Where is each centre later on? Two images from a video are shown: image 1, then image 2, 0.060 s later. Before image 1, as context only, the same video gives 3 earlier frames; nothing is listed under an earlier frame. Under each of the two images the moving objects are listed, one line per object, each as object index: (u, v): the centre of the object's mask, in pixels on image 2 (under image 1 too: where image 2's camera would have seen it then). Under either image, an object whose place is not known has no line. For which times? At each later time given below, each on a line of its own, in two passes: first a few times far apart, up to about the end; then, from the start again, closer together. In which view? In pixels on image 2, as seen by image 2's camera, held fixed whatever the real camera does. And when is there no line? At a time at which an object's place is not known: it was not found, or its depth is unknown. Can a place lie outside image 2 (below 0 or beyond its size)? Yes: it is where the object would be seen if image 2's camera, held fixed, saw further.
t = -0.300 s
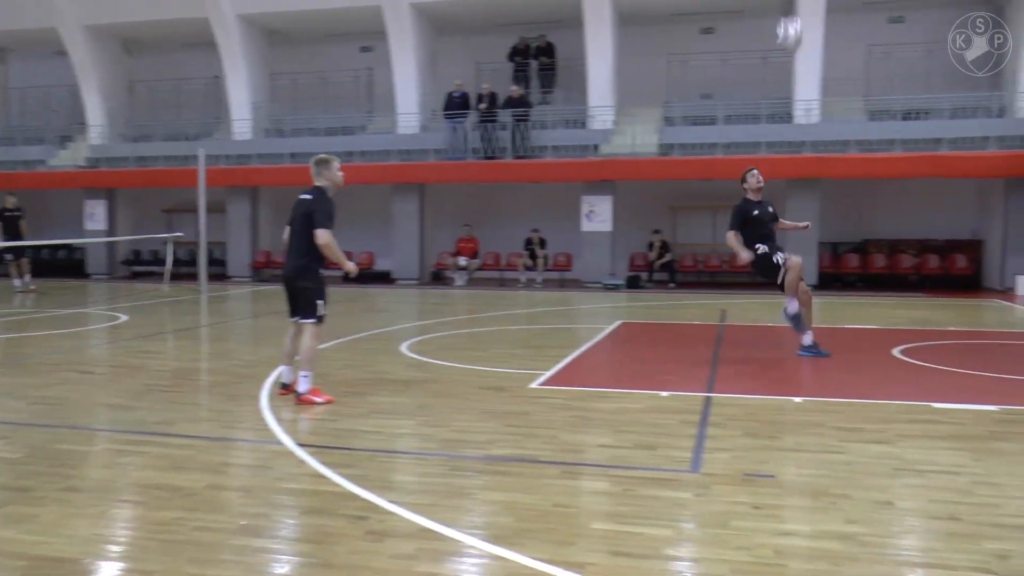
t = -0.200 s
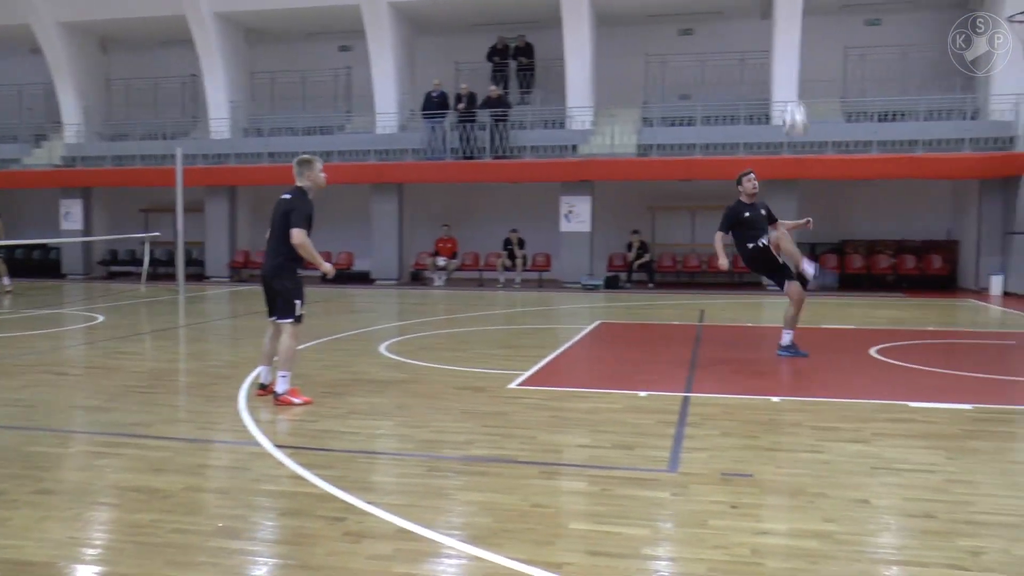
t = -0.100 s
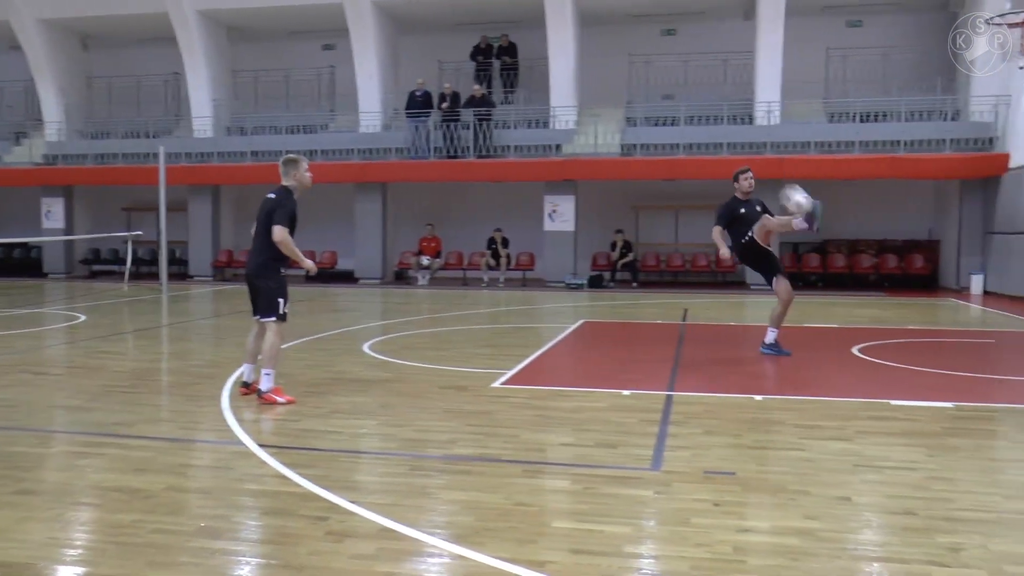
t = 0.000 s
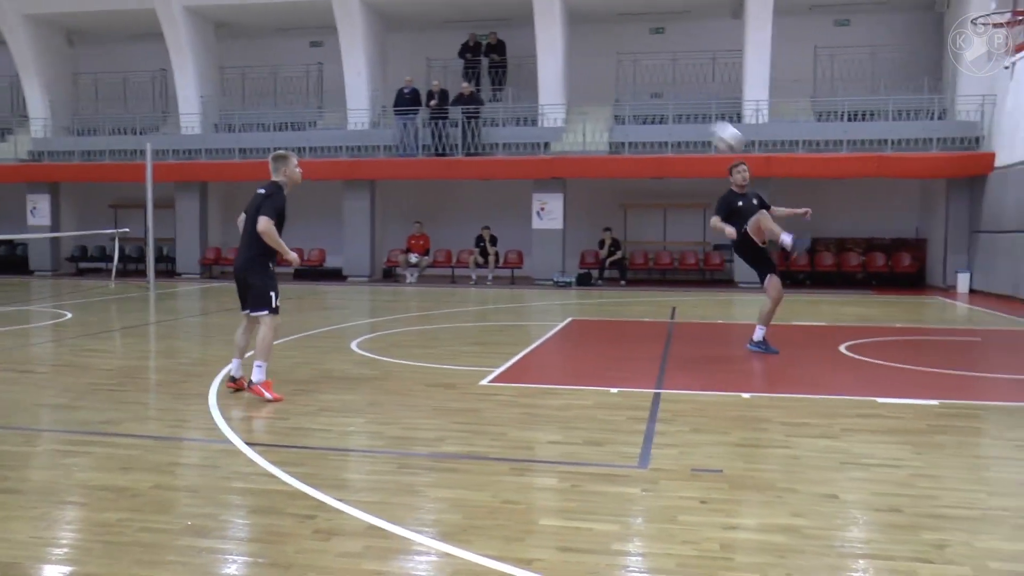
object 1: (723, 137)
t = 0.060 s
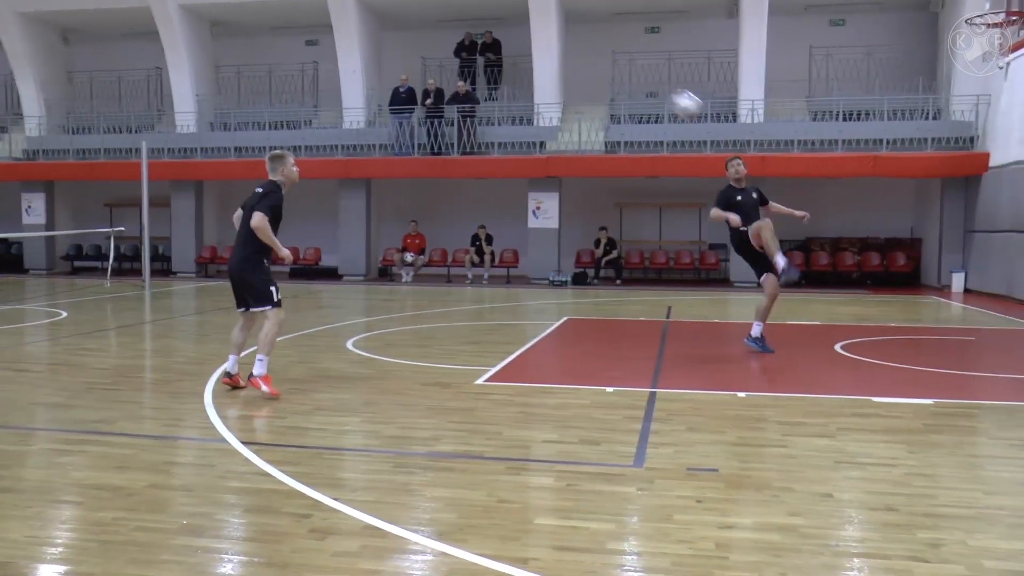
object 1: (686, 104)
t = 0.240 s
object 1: (580, 36)
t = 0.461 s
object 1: (458, 4)
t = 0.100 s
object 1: (661, 84)
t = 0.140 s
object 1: (638, 69)
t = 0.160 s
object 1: (626, 62)
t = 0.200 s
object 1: (603, 48)
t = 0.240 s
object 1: (580, 36)
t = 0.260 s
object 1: (569, 32)
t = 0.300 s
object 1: (547, 23)
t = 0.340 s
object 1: (523, 15)
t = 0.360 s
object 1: (512, 13)
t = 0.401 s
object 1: (490, 8)
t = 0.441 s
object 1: (468, 5)
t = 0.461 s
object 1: (458, 4)
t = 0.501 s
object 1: (437, 4)
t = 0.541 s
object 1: (417, 6)
